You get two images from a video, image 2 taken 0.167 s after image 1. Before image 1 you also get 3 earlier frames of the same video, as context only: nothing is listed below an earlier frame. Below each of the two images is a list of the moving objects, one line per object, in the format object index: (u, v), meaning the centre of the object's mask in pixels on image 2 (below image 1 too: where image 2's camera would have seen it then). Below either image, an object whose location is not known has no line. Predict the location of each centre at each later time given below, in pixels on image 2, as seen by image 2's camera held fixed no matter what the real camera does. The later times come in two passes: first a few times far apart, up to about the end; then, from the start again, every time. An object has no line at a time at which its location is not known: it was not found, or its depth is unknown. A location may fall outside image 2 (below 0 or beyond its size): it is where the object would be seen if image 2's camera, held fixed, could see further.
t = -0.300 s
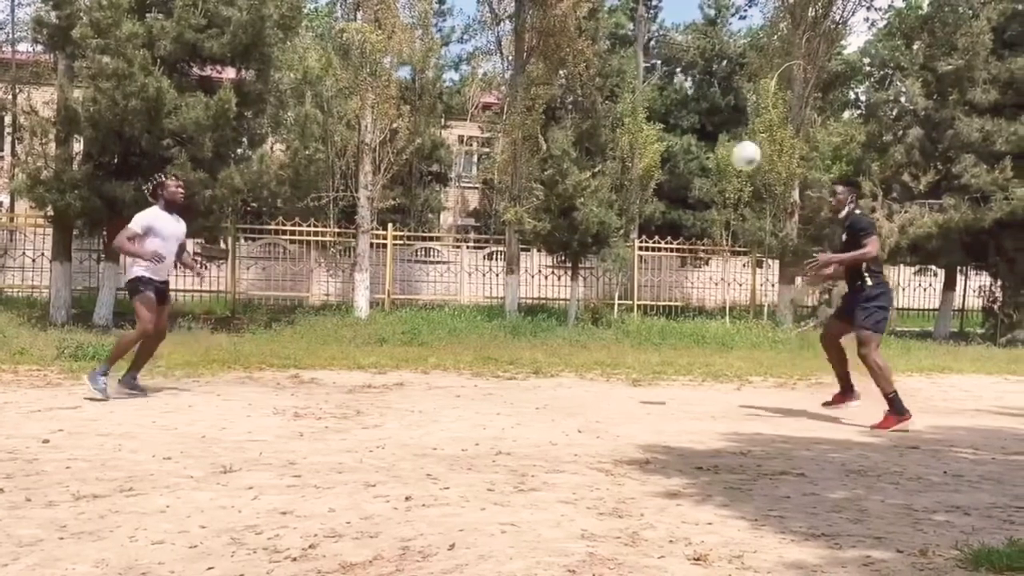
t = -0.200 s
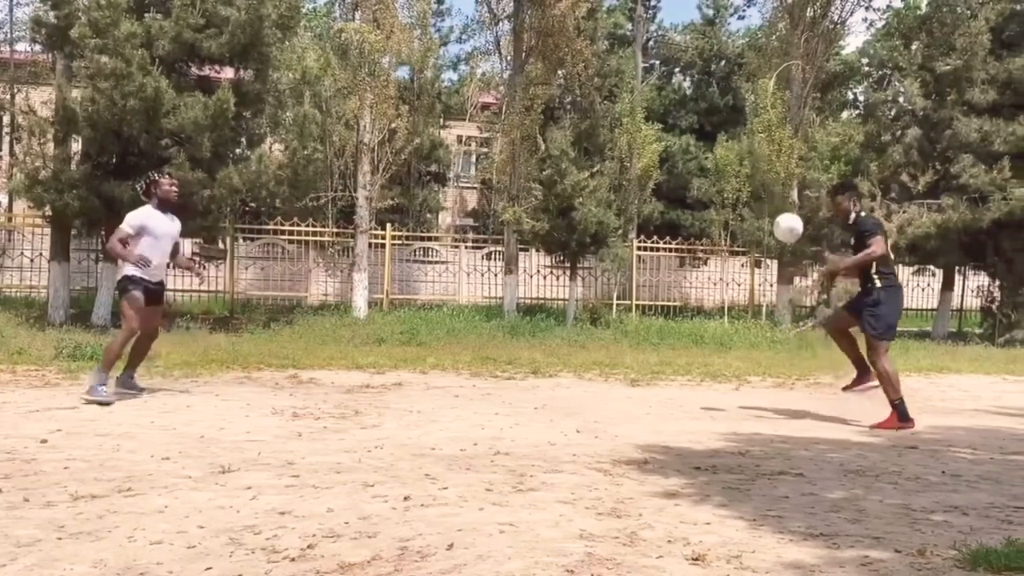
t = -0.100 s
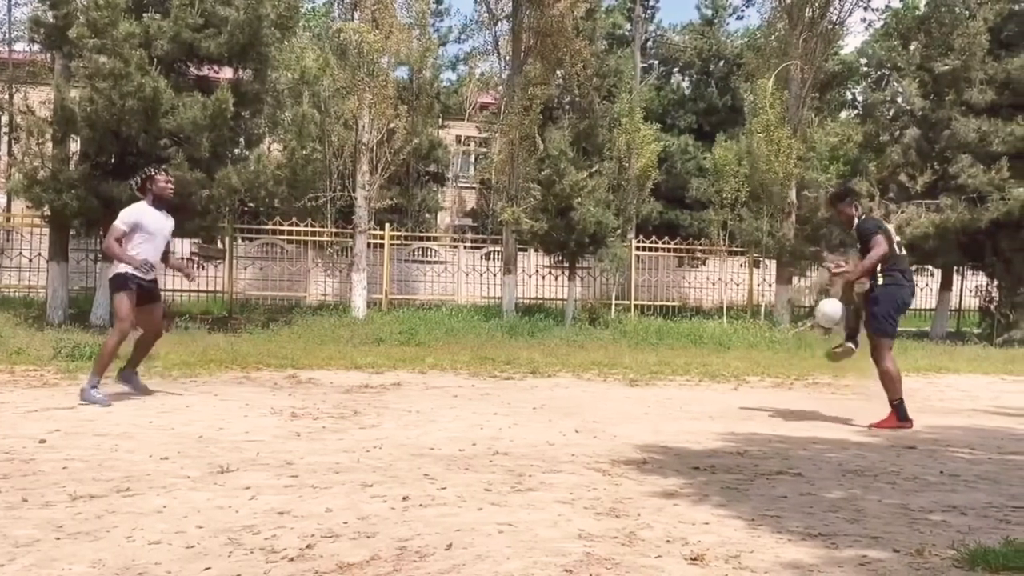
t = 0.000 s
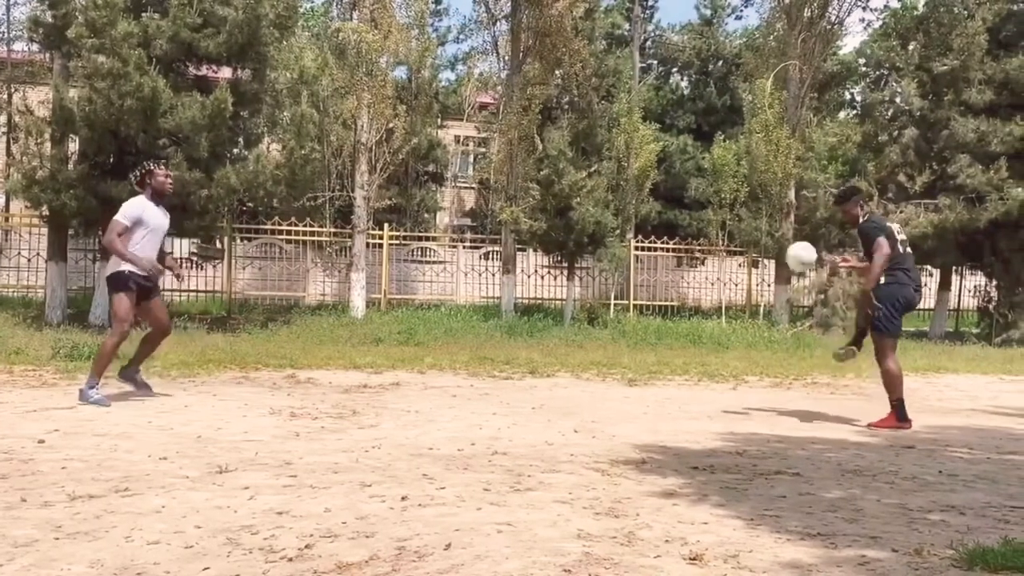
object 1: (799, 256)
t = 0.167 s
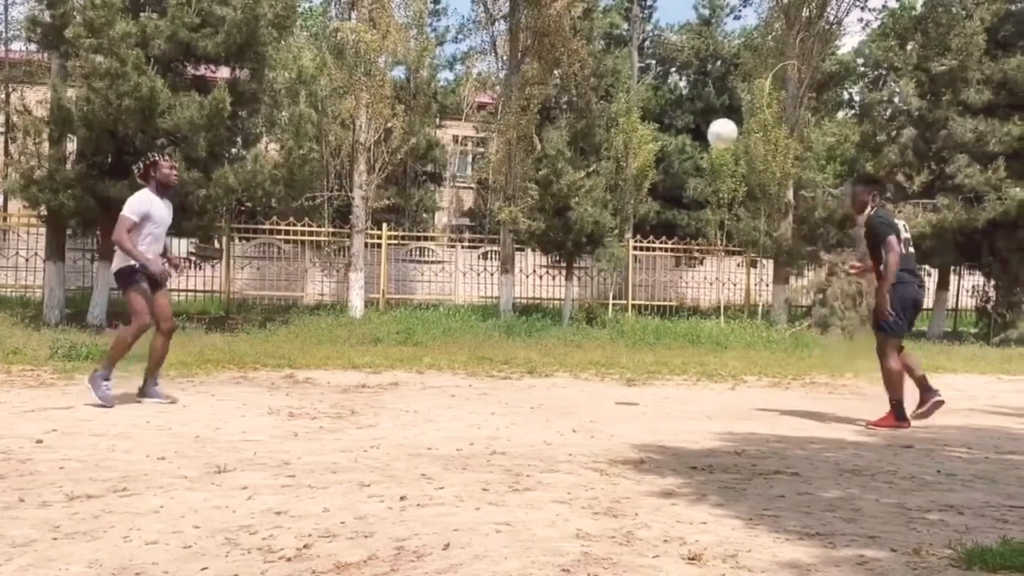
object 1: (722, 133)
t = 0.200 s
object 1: (708, 116)
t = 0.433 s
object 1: (608, 45)
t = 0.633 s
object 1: (531, 44)
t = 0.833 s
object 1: (445, 99)
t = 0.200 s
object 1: (708, 116)
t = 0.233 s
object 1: (694, 101)
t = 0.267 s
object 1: (679, 87)
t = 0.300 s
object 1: (665, 76)
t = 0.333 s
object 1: (652, 66)
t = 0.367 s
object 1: (637, 57)
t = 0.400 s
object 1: (624, 51)
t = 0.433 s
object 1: (608, 45)
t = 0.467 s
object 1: (595, 41)
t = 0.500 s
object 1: (588, 39)
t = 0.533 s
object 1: (573, 38)
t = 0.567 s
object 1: (559, 39)
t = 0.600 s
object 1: (545, 40)
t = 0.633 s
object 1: (531, 44)
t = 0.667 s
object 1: (515, 49)
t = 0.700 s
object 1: (502, 56)
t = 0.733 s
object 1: (488, 65)
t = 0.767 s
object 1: (475, 74)
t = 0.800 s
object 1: (461, 86)
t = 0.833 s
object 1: (445, 99)
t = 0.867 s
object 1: (431, 114)
